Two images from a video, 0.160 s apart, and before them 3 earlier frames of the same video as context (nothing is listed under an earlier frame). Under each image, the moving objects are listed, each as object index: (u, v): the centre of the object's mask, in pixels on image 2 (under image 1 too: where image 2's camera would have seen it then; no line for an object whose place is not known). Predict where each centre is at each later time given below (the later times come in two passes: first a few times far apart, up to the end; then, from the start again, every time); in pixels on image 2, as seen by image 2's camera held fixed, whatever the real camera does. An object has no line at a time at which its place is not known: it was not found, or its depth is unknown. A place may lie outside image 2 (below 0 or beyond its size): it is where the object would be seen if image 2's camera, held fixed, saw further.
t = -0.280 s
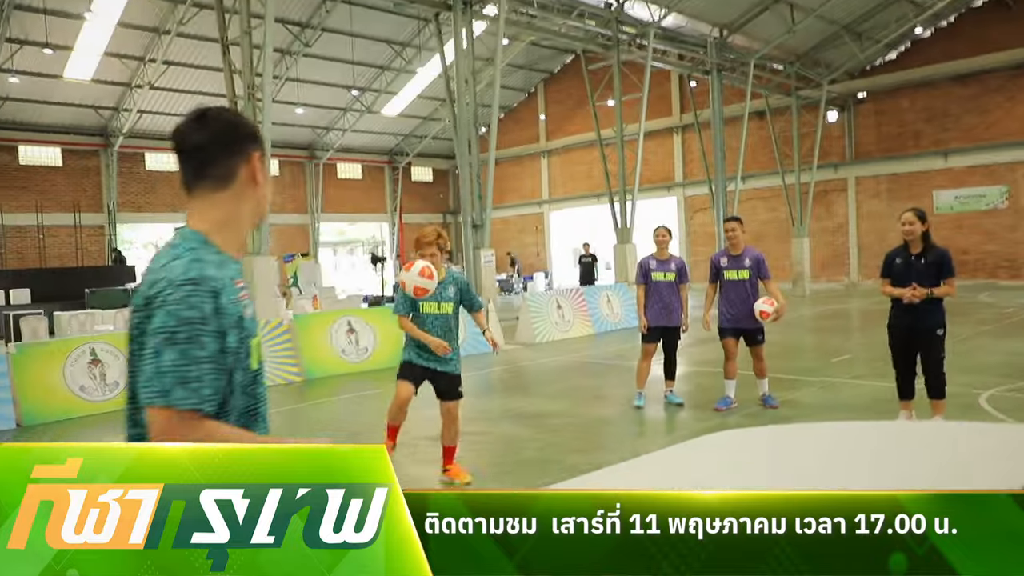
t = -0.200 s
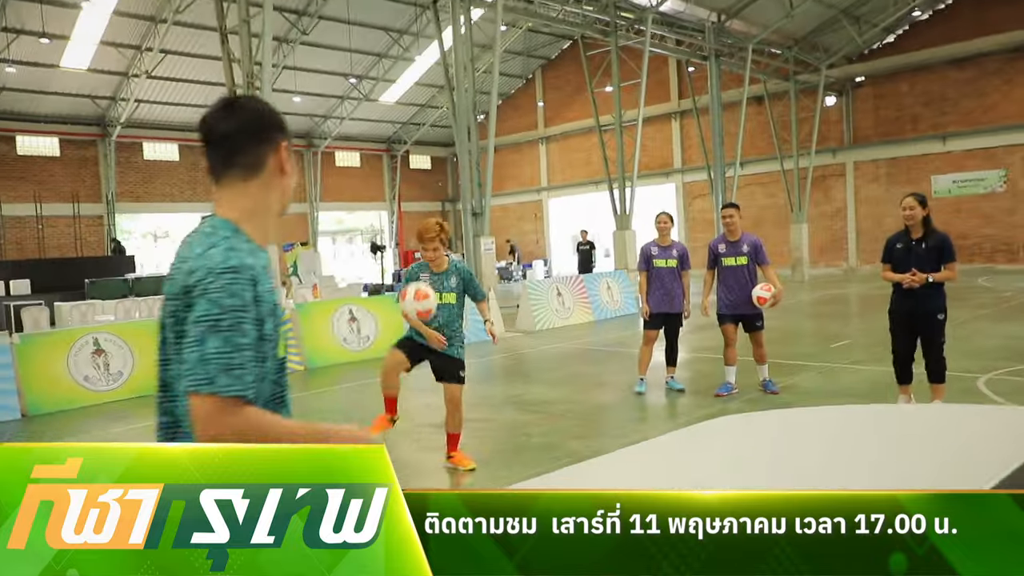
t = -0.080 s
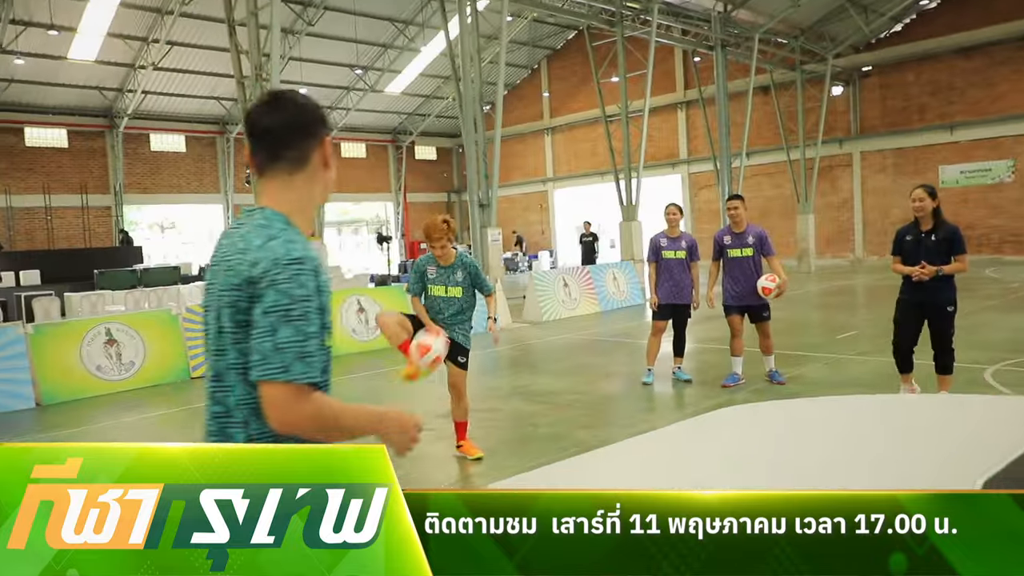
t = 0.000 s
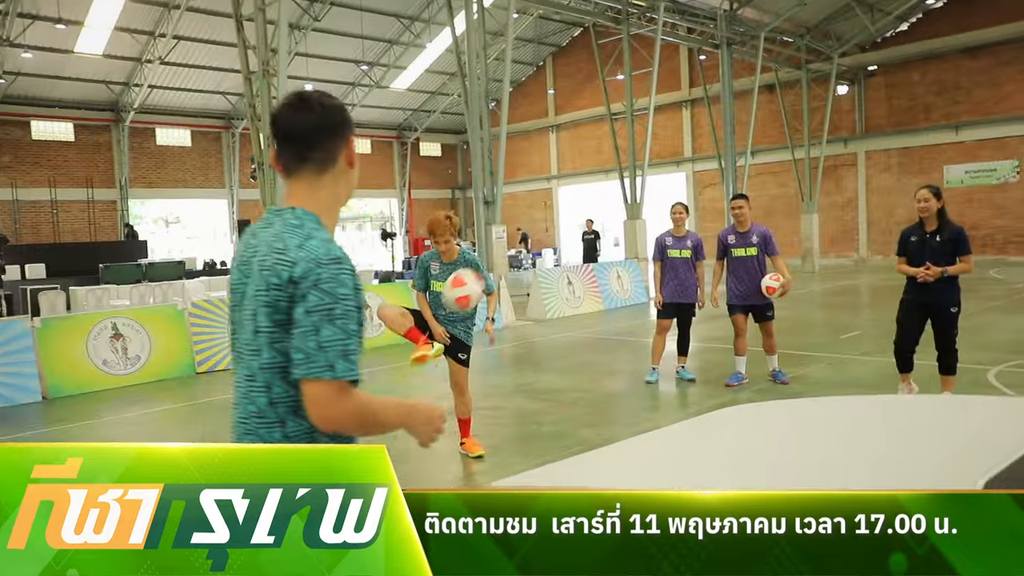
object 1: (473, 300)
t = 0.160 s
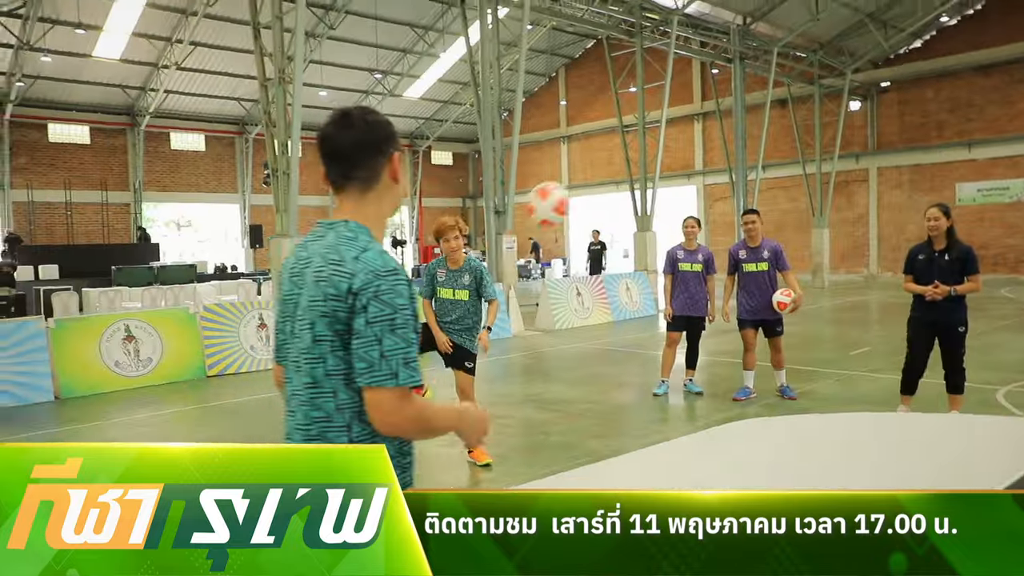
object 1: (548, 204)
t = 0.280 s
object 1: (616, 151)
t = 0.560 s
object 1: (833, 138)
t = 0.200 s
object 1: (568, 184)
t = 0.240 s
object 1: (593, 165)
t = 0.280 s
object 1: (616, 151)
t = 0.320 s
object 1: (643, 139)
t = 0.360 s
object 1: (671, 130)
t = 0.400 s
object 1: (698, 124)
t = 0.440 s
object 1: (730, 122)
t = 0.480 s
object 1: (764, 123)
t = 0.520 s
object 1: (797, 128)
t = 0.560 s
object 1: (833, 138)
